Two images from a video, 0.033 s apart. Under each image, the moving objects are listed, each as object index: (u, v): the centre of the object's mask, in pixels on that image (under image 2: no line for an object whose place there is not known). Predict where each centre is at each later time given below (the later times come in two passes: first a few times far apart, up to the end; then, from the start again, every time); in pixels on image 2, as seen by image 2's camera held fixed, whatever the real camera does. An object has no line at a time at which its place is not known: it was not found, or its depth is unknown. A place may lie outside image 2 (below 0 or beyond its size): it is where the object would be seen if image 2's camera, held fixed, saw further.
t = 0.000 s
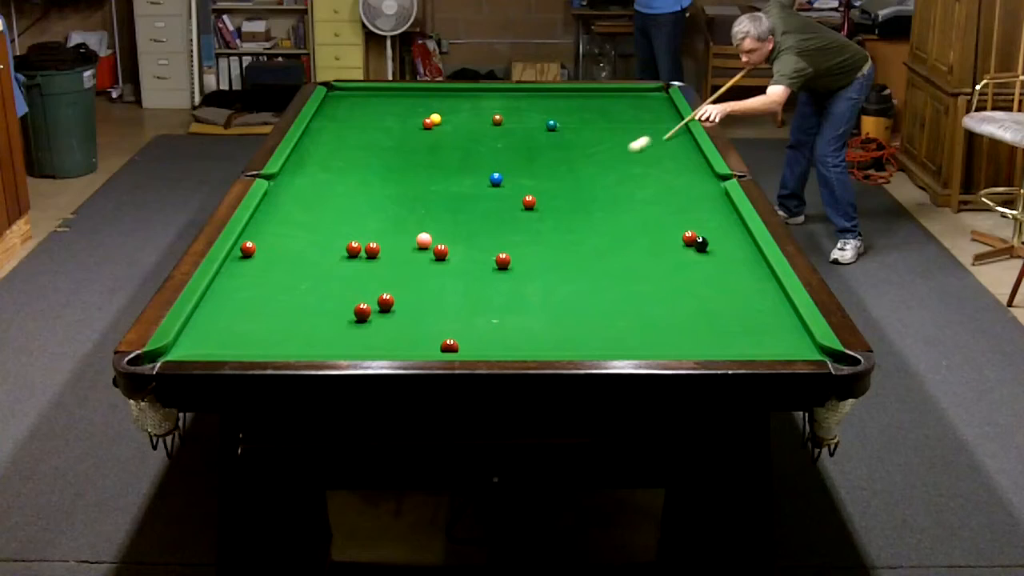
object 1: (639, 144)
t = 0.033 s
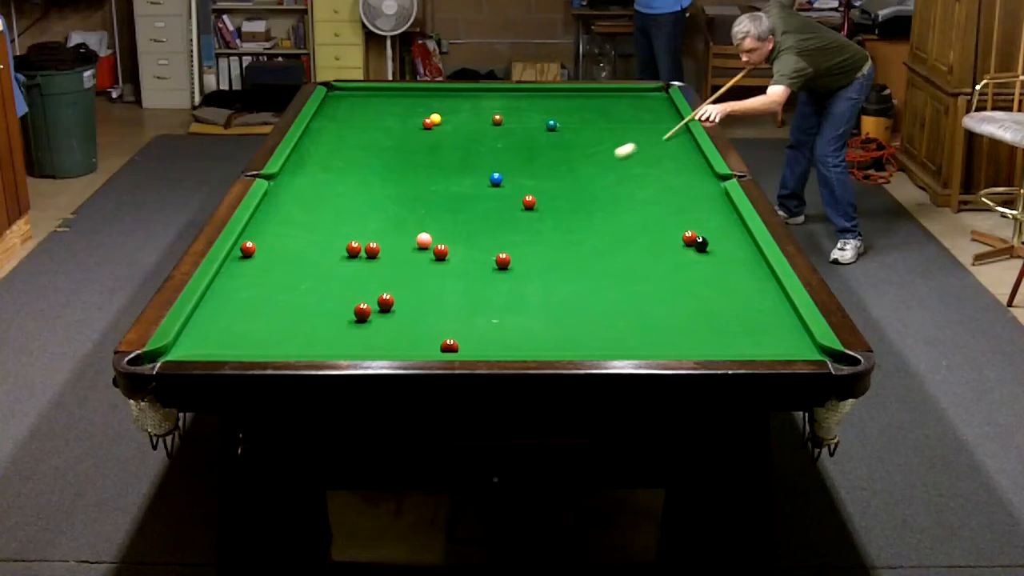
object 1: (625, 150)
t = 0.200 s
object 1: (550, 184)
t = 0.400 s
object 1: (453, 226)
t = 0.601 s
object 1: (427, 238)
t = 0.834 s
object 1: (421, 239)
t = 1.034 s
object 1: (416, 240)
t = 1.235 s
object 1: (413, 241)
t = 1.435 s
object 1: (410, 242)
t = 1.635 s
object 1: (409, 242)
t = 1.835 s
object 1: (408, 242)
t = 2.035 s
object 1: (408, 242)
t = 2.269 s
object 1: (408, 242)
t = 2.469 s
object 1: (408, 242)
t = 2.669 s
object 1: (408, 242)
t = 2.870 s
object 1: (408, 242)
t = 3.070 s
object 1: (408, 242)
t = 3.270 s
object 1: (408, 242)
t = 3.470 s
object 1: (408, 242)
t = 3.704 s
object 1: (408, 242)
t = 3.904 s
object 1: (408, 242)
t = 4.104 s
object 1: (408, 242)
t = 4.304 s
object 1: (408, 242)
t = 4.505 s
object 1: (408, 242)
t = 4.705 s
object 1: (408, 242)
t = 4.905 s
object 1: (408, 242)
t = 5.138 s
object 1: (408, 242)
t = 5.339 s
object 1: (408, 242)
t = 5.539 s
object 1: (408, 242)
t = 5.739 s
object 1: (408, 242)
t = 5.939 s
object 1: (408, 242)
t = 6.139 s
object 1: (408, 242)
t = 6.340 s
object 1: (408, 242)
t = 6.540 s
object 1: (408, 242)
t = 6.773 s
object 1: (408, 242)
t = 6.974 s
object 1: (408, 242)
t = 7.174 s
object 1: (408, 242)
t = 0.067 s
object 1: (610, 157)
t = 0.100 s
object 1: (595, 163)
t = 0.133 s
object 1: (581, 170)
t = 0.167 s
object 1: (565, 177)
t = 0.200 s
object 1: (550, 184)
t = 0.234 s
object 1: (535, 189)
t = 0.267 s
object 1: (517, 197)
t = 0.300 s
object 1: (502, 205)
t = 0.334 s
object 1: (486, 212)
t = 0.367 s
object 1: (470, 219)
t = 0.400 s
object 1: (453, 226)
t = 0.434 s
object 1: (439, 232)
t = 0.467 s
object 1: (431, 236)
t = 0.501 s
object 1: (430, 236)
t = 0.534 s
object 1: (429, 237)
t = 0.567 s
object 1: (428, 237)
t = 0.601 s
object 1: (427, 238)
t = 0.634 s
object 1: (426, 238)
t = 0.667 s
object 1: (425, 238)
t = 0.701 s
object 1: (424, 238)
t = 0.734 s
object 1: (423, 239)
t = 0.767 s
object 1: (422, 239)
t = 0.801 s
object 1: (422, 239)
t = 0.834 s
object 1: (421, 239)
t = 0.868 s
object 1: (420, 239)
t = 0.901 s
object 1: (419, 240)
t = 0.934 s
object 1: (419, 240)
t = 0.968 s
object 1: (418, 240)
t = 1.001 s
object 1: (417, 240)
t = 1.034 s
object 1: (416, 240)
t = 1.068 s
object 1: (416, 240)
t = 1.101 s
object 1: (415, 241)
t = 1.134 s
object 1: (414, 241)
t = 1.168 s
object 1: (414, 241)
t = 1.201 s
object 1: (413, 241)
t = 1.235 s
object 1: (413, 241)
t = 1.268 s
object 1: (413, 241)
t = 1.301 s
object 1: (412, 242)
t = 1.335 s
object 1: (412, 242)
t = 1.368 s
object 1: (411, 242)
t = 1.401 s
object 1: (411, 242)
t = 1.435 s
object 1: (410, 242)
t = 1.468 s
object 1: (410, 242)
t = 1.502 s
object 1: (410, 242)
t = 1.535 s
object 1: (409, 242)
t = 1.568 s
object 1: (409, 242)
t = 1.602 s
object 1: (409, 242)
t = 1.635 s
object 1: (409, 242)
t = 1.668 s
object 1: (408, 242)
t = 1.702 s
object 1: (408, 242)
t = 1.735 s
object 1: (408, 242)
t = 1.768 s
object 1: (408, 242)
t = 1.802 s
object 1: (408, 242)
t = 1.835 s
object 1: (408, 242)
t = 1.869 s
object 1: (408, 242)
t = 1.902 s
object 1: (408, 242)
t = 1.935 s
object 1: (408, 242)
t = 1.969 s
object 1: (408, 242)
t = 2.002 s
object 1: (408, 242)
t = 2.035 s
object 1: (408, 242)
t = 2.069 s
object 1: (408, 242)
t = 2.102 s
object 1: (408, 242)
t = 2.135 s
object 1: (408, 242)
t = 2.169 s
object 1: (408, 242)
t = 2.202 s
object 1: (408, 242)
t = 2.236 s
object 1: (408, 242)
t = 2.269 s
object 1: (408, 242)
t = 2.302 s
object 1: (408, 242)
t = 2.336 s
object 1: (408, 242)
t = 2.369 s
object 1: (408, 242)
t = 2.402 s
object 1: (408, 242)
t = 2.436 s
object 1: (408, 242)
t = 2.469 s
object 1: (408, 242)
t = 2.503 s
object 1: (408, 242)
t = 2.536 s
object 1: (408, 242)
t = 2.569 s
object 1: (408, 242)
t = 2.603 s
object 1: (408, 242)
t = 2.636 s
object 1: (408, 242)
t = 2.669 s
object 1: (408, 242)
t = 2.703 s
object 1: (408, 242)
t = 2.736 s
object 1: (408, 242)
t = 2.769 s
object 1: (408, 242)
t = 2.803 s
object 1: (408, 242)
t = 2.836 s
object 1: (408, 242)
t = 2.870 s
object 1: (408, 242)
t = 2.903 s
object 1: (408, 242)
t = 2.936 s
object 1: (408, 242)
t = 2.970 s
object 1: (408, 242)
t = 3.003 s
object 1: (408, 242)
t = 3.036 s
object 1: (408, 242)
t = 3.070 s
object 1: (408, 242)
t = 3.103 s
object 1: (408, 242)
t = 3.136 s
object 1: (408, 242)
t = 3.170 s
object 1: (408, 242)
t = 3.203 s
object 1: (408, 242)
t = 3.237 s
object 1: (408, 242)
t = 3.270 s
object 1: (408, 242)
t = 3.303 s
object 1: (408, 242)
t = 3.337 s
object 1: (408, 242)
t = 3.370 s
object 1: (408, 242)
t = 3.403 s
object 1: (408, 242)
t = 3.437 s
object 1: (408, 242)
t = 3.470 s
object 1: (408, 242)
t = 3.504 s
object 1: (408, 242)
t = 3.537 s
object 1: (408, 242)
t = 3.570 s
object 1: (408, 242)
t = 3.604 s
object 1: (408, 242)
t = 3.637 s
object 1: (408, 242)
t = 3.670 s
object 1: (408, 242)
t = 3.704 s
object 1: (408, 242)
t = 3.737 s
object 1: (408, 242)
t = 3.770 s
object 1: (408, 242)
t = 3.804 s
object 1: (408, 242)
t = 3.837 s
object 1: (408, 242)
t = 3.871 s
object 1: (408, 242)
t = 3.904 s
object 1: (408, 242)
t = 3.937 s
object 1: (408, 242)
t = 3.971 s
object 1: (408, 242)
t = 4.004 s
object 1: (408, 242)
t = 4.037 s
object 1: (408, 242)
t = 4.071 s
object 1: (408, 242)
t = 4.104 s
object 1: (408, 242)
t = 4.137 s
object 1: (408, 242)
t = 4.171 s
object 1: (408, 242)
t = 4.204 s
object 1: (408, 242)
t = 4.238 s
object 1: (408, 242)
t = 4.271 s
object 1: (408, 242)
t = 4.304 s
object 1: (408, 242)
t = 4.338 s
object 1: (408, 242)
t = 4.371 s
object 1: (408, 242)
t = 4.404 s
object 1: (408, 242)
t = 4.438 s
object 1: (408, 242)
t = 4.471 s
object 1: (408, 242)
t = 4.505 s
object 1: (408, 242)
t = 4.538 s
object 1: (408, 242)
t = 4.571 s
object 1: (408, 242)
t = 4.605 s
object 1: (408, 242)
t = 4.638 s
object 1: (408, 242)
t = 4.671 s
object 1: (408, 242)
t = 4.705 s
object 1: (408, 242)
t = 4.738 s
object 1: (408, 242)
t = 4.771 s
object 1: (408, 242)
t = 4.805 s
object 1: (408, 242)
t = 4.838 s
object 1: (408, 242)
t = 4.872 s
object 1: (408, 242)
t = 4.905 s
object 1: (408, 242)
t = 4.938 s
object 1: (408, 242)
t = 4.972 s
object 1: (408, 242)
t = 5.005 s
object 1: (408, 242)
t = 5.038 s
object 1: (408, 242)
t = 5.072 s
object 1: (408, 242)
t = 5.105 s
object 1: (408, 242)
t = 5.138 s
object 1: (408, 242)
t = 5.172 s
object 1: (408, 242)
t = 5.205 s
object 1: (408, 242)
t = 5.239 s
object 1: (408, 242)
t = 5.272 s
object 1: (408, 242)
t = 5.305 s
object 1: (408, 242)
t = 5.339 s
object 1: (408, 242)
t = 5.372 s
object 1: (408, 242)
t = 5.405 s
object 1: (408, 242)
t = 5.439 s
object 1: (408, 242)
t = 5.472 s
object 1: (408, 242)
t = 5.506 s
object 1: (408, 242)
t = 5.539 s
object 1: (408, 242)
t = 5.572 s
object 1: (408, 242)
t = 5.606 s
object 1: (408, 242)
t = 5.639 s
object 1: (408, 242)
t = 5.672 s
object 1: (408, 242)
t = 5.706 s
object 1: (408, 242)
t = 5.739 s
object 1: (408, 242)
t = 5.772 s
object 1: (408, 242)
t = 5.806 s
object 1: (408, 242)
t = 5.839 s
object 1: (408, 242)
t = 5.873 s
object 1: (408, 242)
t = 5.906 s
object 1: (408, 242)
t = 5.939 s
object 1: (408, 242)
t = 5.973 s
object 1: (408, 242)
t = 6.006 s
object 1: (408, 242)
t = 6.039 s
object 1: (408, 242)
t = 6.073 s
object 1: (408, 242)
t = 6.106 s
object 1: (408, 242)
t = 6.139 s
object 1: (408, 242)
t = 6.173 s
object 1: (408, 242)
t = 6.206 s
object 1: (408, 242)
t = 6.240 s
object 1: (408, 242)
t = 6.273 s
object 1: (408, 242)
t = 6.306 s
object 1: (408, 242)
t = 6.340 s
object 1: (408, 242)
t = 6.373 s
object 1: (408, 242)
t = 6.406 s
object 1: (408, 242)
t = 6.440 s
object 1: (408, 242)
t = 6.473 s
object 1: (408, 242)
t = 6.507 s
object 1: (408, 242)
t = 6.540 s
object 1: (408, 242)
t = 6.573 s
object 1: (408, 242)
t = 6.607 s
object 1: (408, 242)
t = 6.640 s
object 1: (408, 242)
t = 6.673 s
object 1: (408, 242)
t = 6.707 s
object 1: (408, 242)
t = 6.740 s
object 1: (408, 242)
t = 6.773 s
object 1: (408, 242)
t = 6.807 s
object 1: (408, 242)
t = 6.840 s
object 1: (408, 242)
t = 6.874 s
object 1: (408, 242)
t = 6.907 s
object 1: (408, 242)
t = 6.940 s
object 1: (408, 242)
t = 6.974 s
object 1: (408, 242)
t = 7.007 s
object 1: (408, 242)
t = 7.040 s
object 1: (408, 242)
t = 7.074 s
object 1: (408, 242)
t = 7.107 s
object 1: (408, 242)
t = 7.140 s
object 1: (408, 242)
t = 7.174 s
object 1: (408, 242)
